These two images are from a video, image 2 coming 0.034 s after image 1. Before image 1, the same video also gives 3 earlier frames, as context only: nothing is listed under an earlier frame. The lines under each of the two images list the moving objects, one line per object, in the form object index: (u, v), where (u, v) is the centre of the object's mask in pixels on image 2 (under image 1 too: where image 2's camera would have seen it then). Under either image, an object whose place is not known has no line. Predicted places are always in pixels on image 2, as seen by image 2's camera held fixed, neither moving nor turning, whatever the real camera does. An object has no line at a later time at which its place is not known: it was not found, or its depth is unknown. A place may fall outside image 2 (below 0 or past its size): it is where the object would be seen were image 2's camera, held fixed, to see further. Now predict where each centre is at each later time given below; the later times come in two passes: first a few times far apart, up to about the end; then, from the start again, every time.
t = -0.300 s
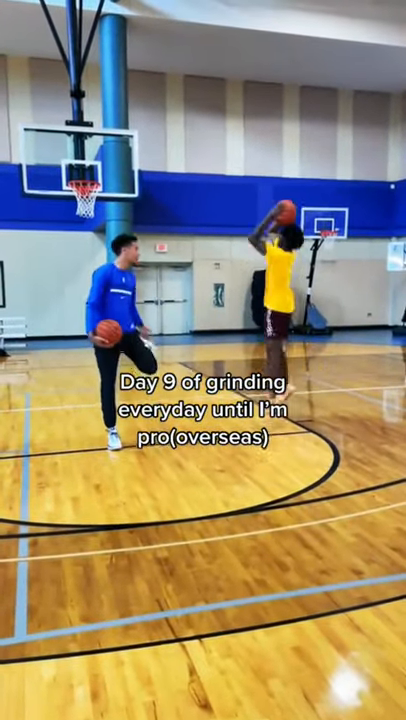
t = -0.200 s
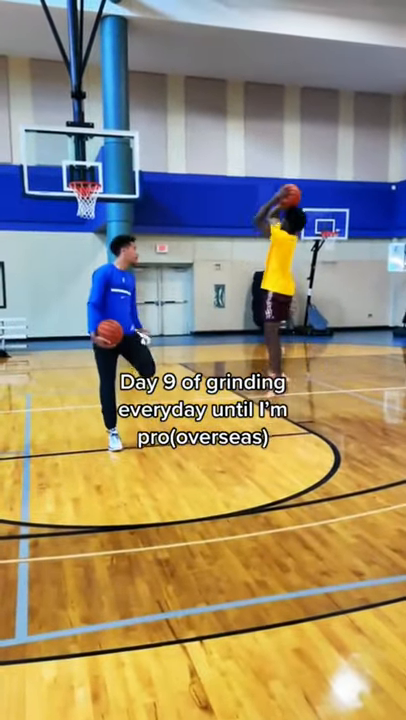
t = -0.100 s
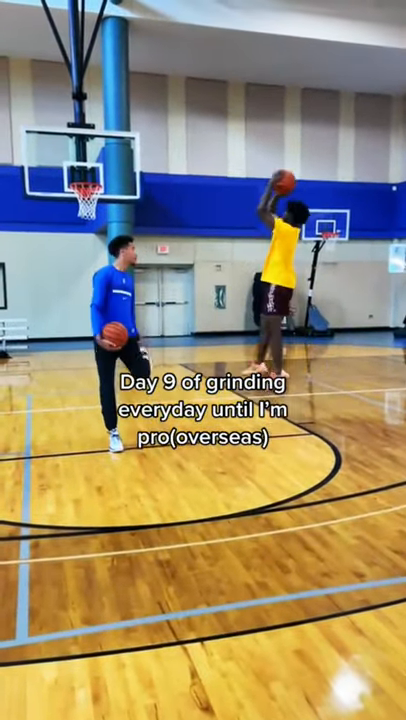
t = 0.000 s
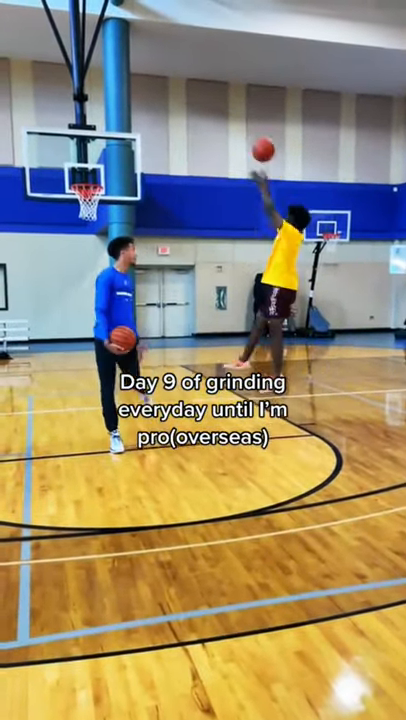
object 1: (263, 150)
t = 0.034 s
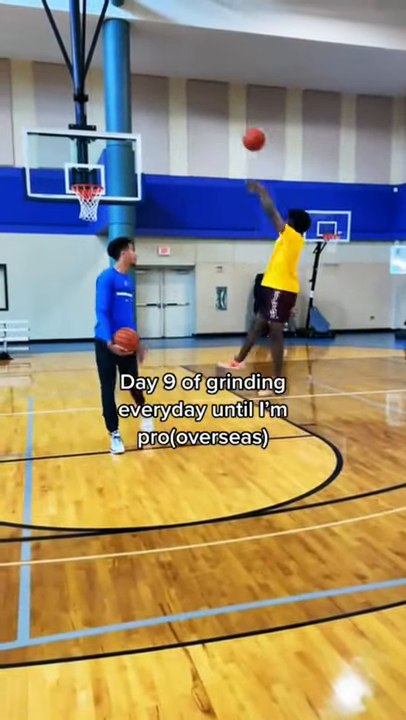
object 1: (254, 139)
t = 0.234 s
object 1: (199, 97)
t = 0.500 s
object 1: (141, 103)
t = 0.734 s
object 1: (102, 148)
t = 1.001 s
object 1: (87, 185)
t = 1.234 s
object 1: (84, 208)
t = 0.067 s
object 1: (244, 129)
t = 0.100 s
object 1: (234, 120)
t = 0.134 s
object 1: (225, 113)
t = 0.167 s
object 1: (216, 106)
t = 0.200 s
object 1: (207, 101)
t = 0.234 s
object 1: (199, 97)
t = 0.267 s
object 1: (191, 95)
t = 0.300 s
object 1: (183, 94)
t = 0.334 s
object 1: (176, 92)
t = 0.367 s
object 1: (169, 93)
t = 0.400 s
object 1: (161, 94)
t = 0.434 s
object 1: (154, 96)
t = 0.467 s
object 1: (148, 99)
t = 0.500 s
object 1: (141, 103)
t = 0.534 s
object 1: (135, 107)
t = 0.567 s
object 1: (129, 112)
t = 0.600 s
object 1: (124, 118)
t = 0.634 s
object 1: (118, 125)
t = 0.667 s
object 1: (113, 131)
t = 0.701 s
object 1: (108, 139)
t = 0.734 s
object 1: (102, 148)
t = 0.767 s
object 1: (98, 156)
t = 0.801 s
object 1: (93, 165)
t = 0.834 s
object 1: (88, 175)
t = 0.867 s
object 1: (85, 178)
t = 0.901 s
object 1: (82, 180)
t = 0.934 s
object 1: (80, 183)
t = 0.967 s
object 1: (83, 184)
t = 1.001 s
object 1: (87, 185)
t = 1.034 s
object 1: (88, 188)
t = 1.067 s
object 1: (88, 190)
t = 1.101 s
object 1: (86, 192)
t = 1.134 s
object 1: (90, 194)
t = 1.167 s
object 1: (86, 193)
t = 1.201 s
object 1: (84, 195)
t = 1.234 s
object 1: (84, 208)
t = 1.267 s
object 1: (83, 207)
